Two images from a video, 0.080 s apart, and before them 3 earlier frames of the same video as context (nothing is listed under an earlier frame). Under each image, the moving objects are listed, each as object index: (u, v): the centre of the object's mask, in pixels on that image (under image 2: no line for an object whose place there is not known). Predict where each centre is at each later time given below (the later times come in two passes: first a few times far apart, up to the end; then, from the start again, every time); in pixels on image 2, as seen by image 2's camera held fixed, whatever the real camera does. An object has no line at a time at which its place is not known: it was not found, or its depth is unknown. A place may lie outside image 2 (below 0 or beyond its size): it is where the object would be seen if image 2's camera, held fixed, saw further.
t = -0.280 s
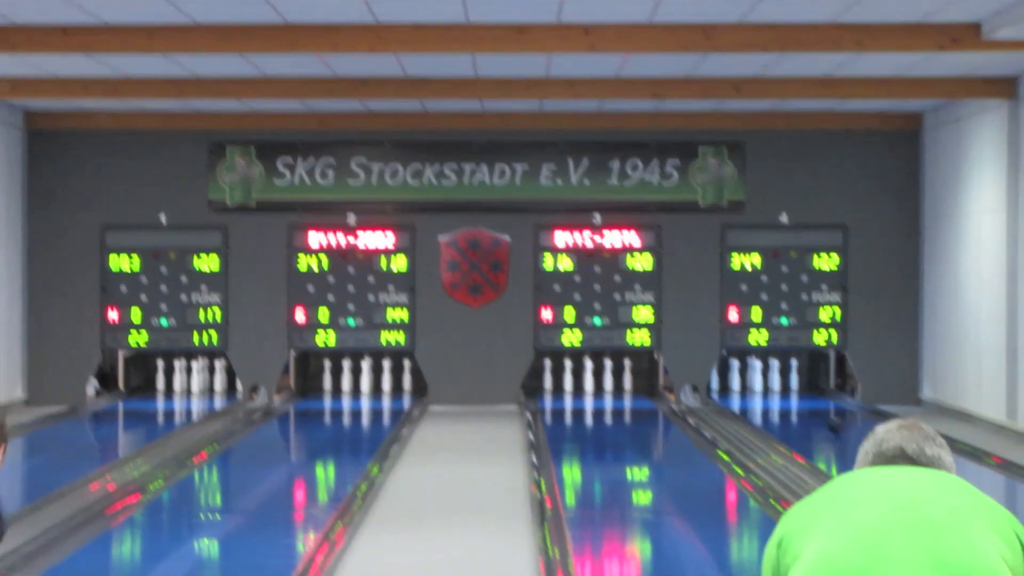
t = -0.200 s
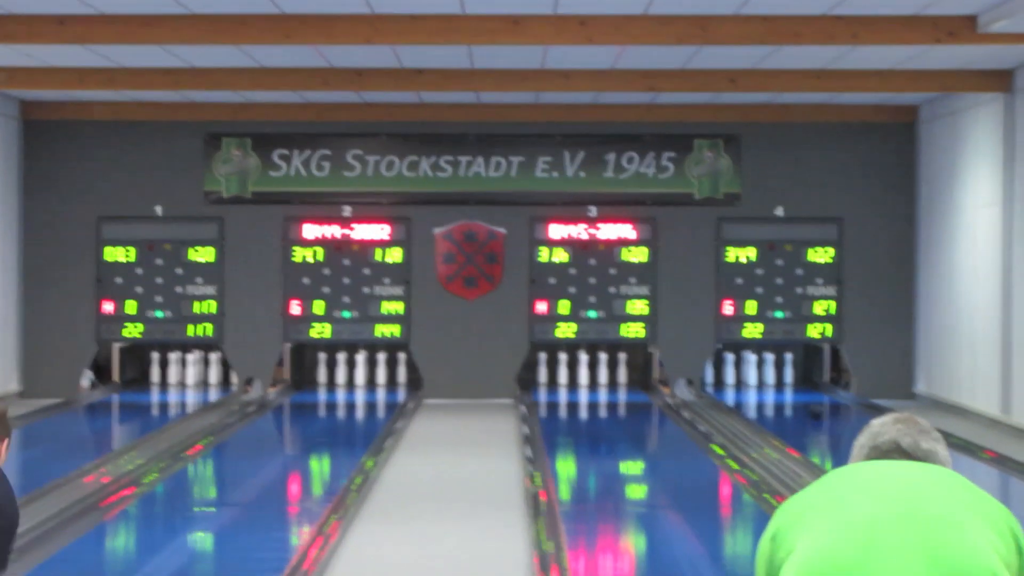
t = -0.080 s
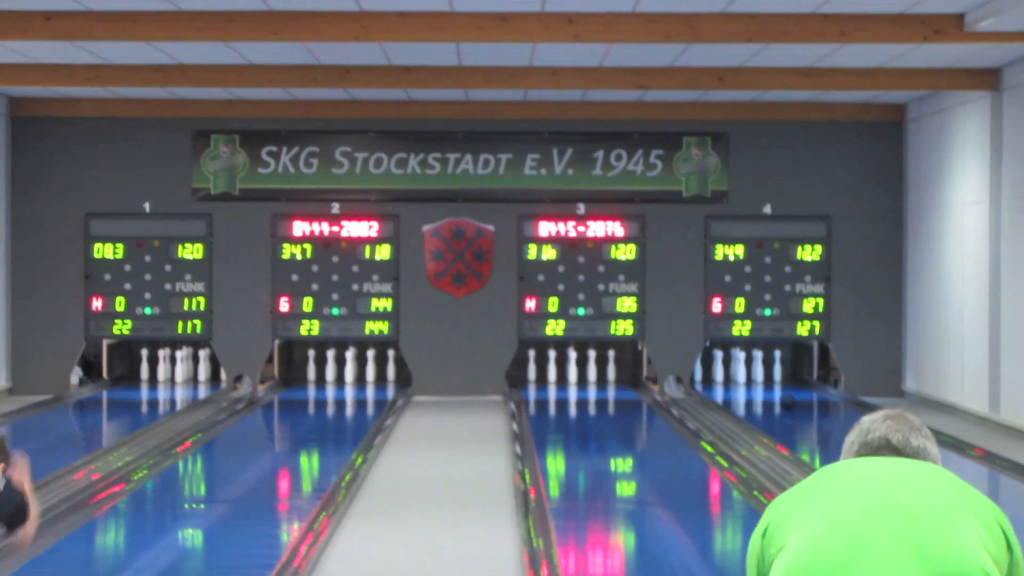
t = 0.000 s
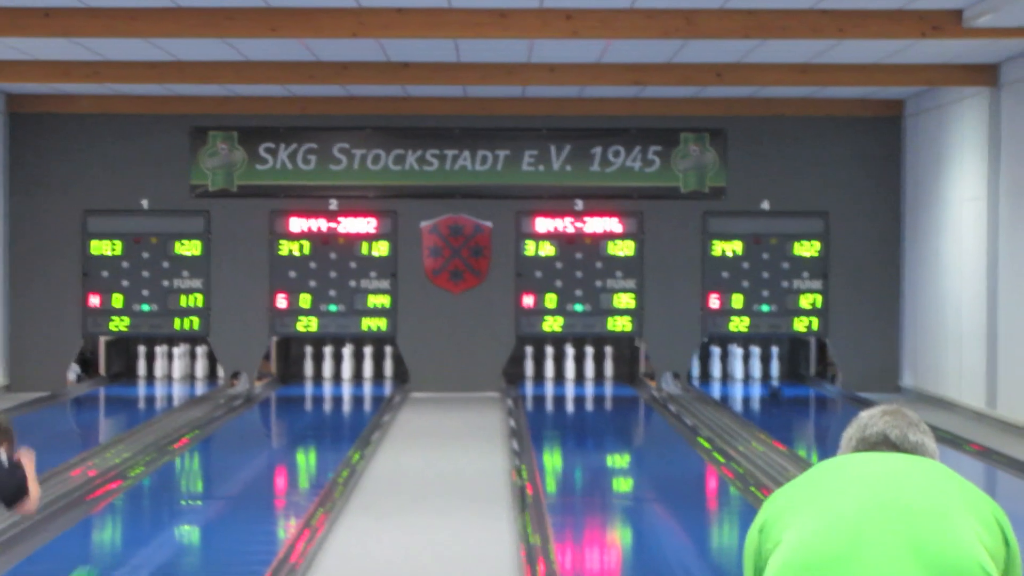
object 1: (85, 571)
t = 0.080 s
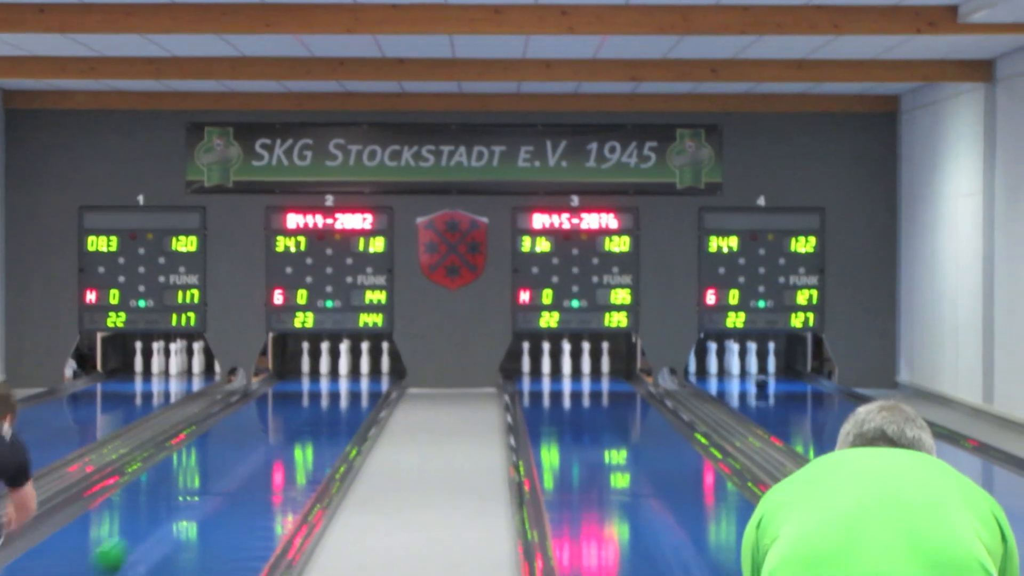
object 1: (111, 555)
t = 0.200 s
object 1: (148, 522)
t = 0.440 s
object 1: (204, 473)
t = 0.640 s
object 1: (238, 444)
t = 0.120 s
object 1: (125, 543)
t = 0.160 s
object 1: (137, 532)
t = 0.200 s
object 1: (148, 522)
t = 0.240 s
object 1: (159, 512)
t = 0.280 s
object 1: (169, 504)
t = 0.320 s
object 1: (178, 496)
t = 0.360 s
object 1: (187, 488)
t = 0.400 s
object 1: (196, 480)
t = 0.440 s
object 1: (204, 473)
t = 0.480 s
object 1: (211, 467)
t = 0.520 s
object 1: (218, 461)
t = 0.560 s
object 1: (225, 455)
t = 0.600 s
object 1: (232, 449)
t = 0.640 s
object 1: (238, 444)
